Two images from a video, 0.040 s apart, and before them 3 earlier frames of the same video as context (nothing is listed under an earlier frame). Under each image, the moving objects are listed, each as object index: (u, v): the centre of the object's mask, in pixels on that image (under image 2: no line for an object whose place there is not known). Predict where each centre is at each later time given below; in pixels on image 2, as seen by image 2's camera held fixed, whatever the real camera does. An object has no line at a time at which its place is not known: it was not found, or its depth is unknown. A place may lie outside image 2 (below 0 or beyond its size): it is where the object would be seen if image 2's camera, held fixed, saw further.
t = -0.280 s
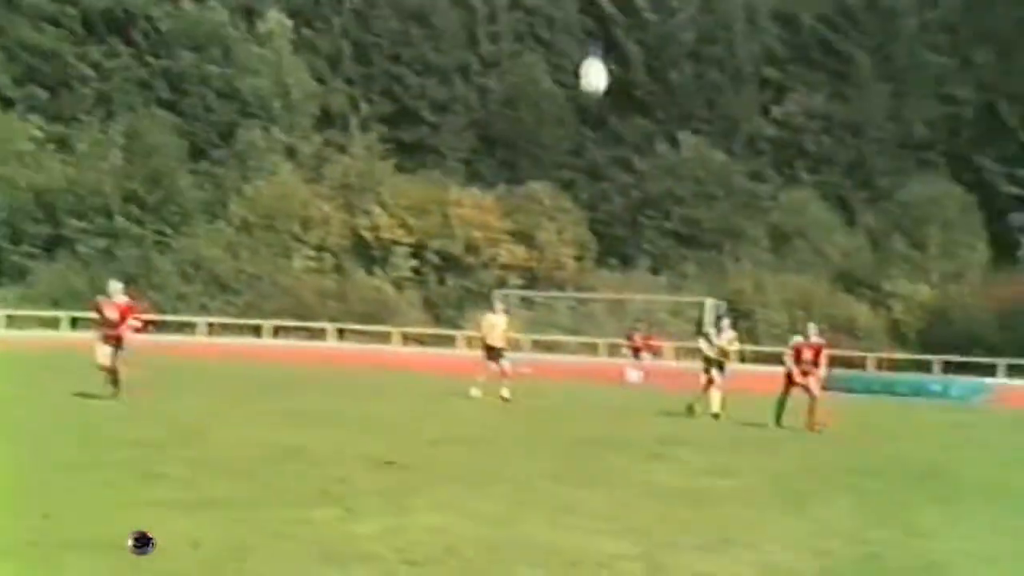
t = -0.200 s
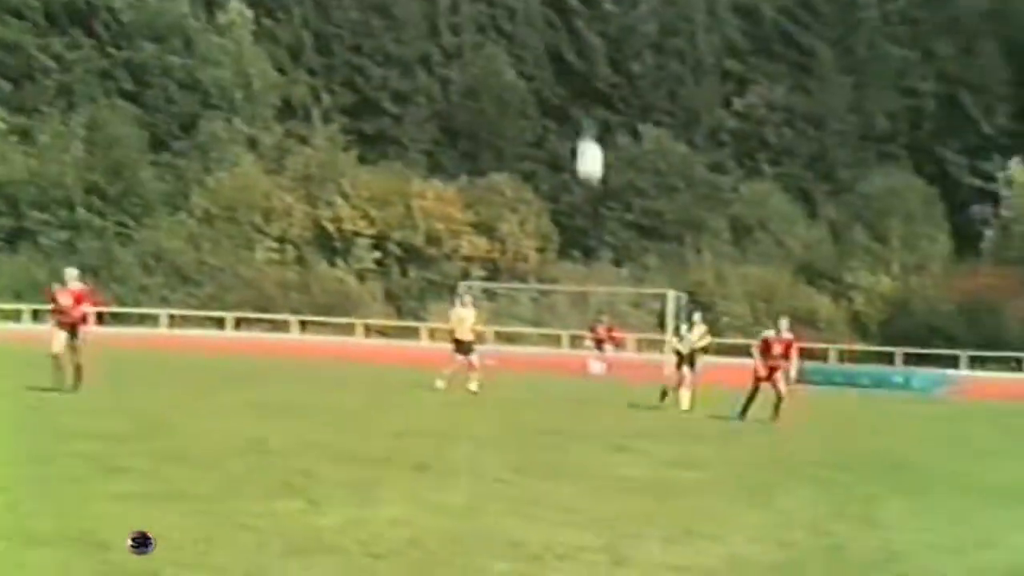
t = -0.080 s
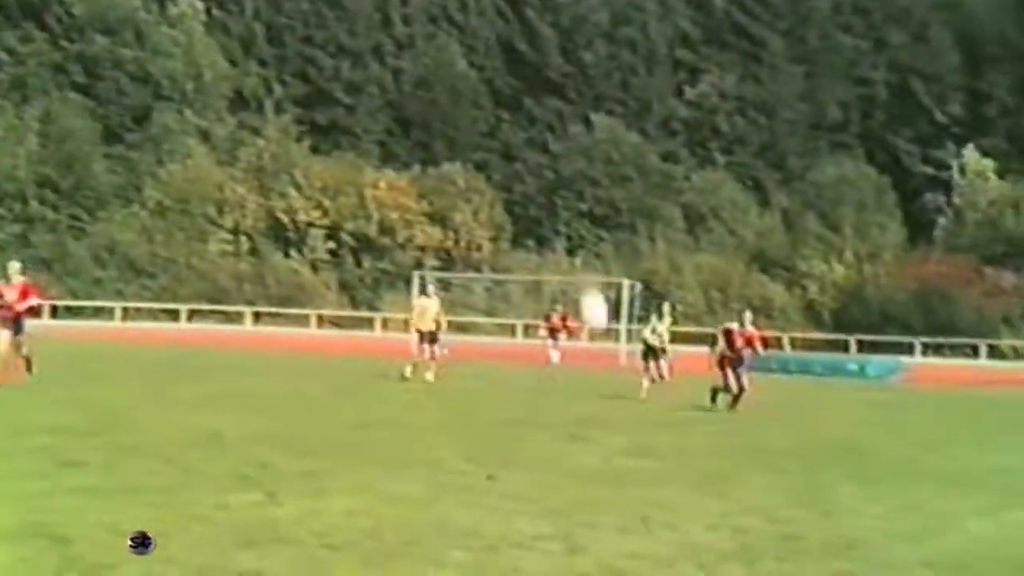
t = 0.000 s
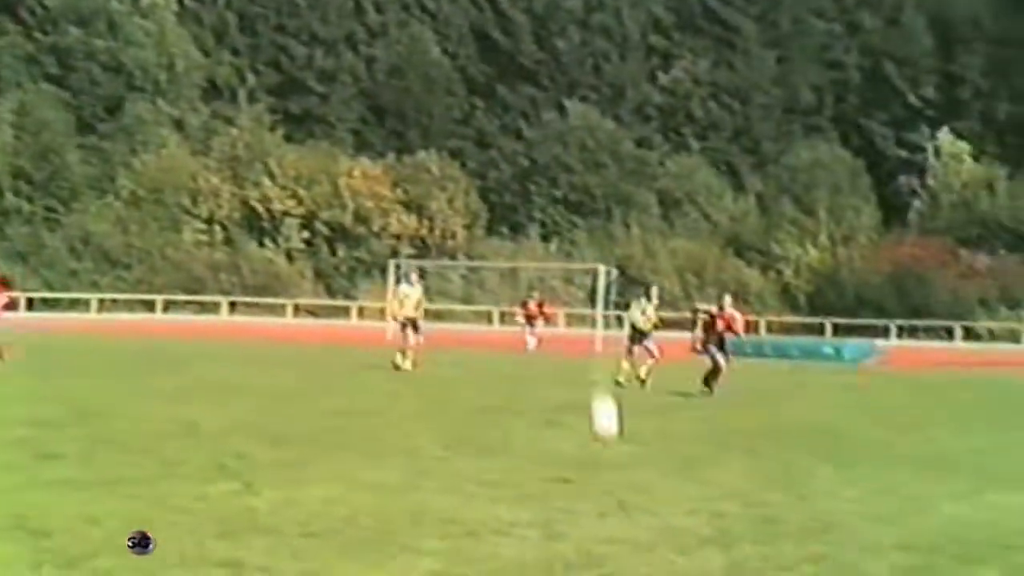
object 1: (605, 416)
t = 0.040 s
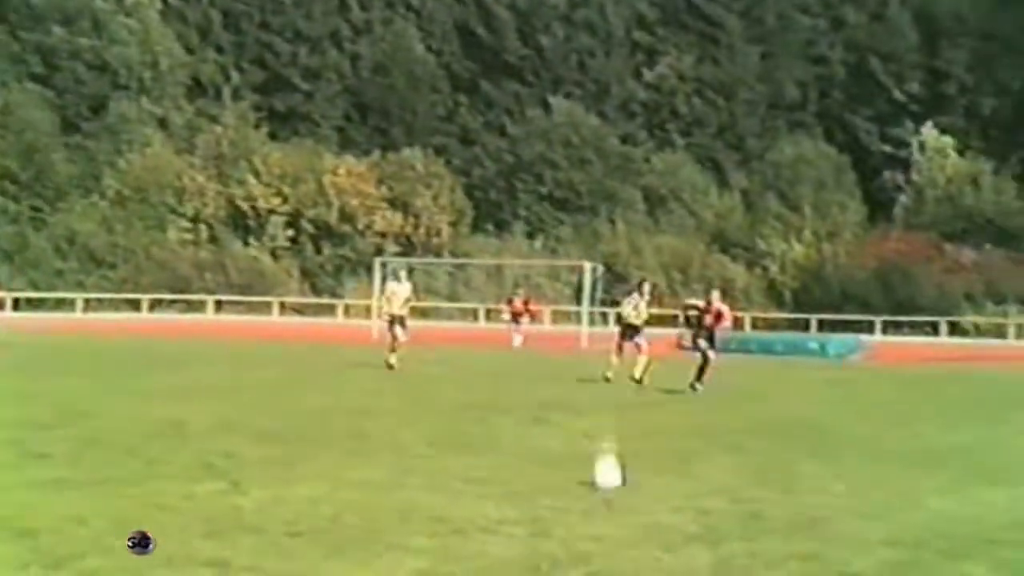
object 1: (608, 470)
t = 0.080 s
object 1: (617, 446)
